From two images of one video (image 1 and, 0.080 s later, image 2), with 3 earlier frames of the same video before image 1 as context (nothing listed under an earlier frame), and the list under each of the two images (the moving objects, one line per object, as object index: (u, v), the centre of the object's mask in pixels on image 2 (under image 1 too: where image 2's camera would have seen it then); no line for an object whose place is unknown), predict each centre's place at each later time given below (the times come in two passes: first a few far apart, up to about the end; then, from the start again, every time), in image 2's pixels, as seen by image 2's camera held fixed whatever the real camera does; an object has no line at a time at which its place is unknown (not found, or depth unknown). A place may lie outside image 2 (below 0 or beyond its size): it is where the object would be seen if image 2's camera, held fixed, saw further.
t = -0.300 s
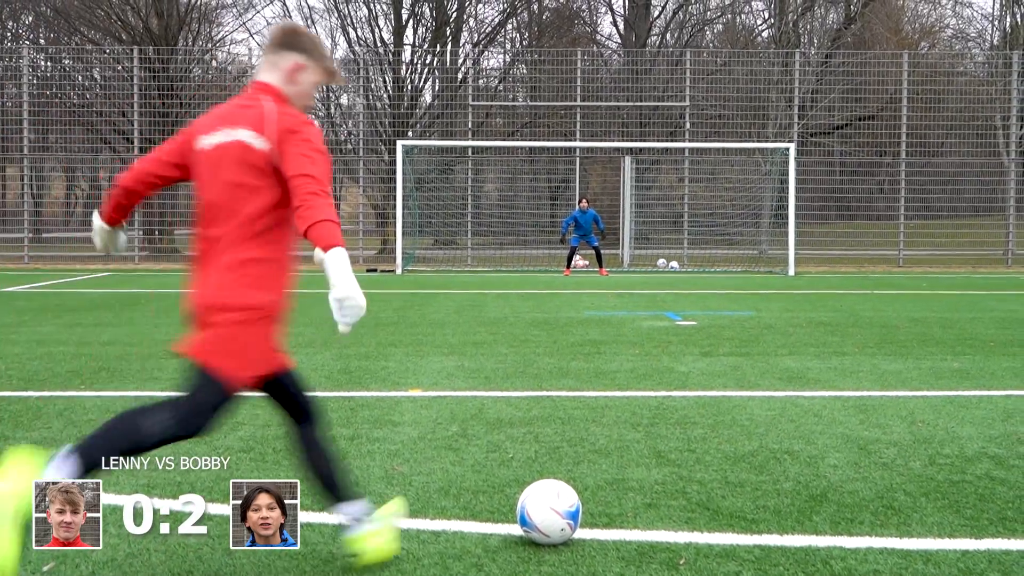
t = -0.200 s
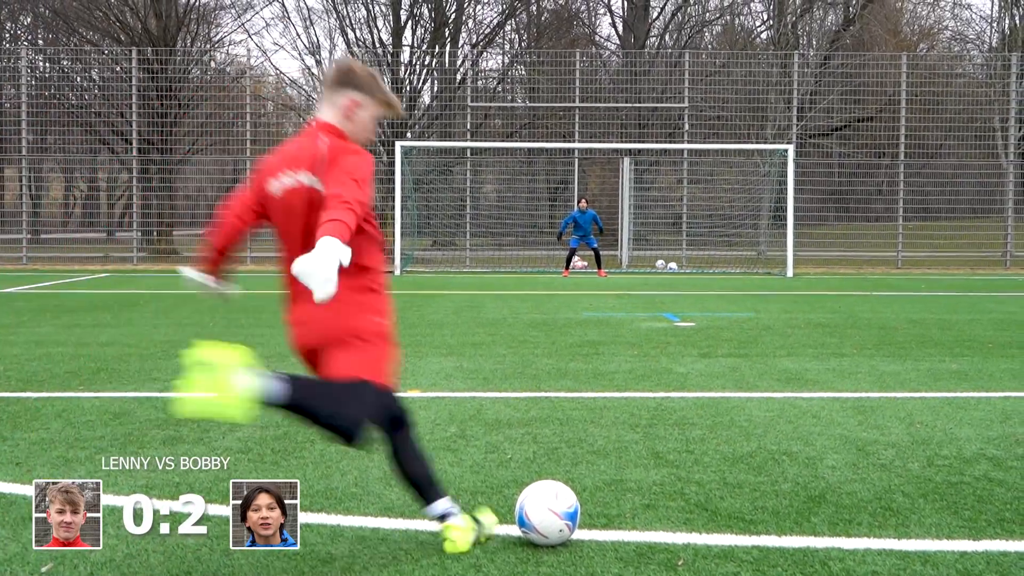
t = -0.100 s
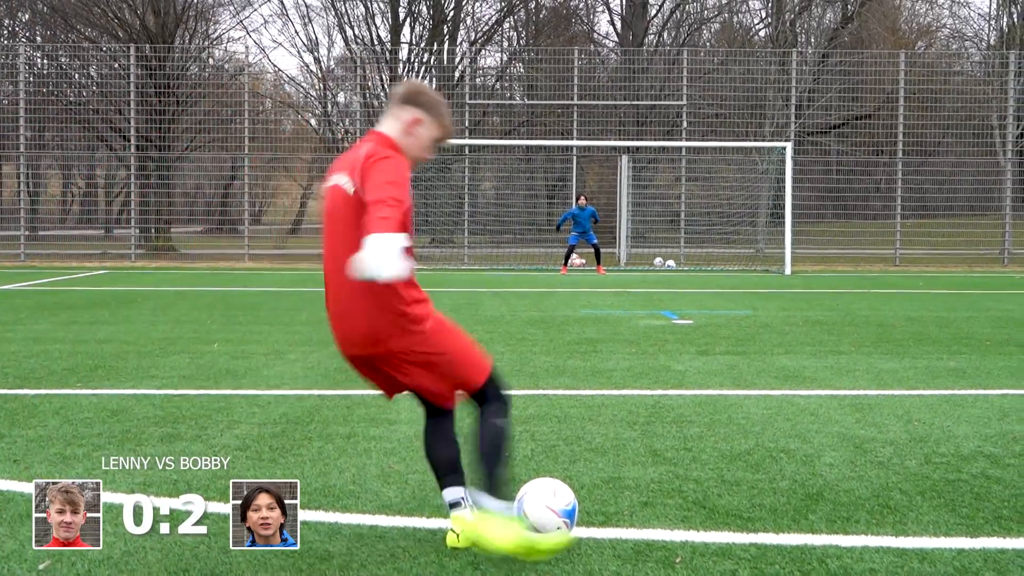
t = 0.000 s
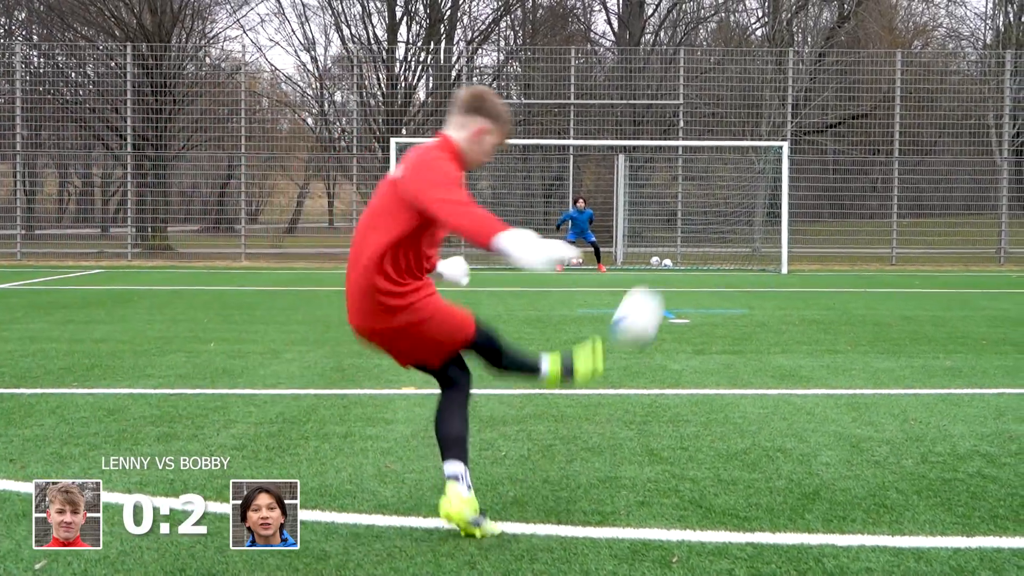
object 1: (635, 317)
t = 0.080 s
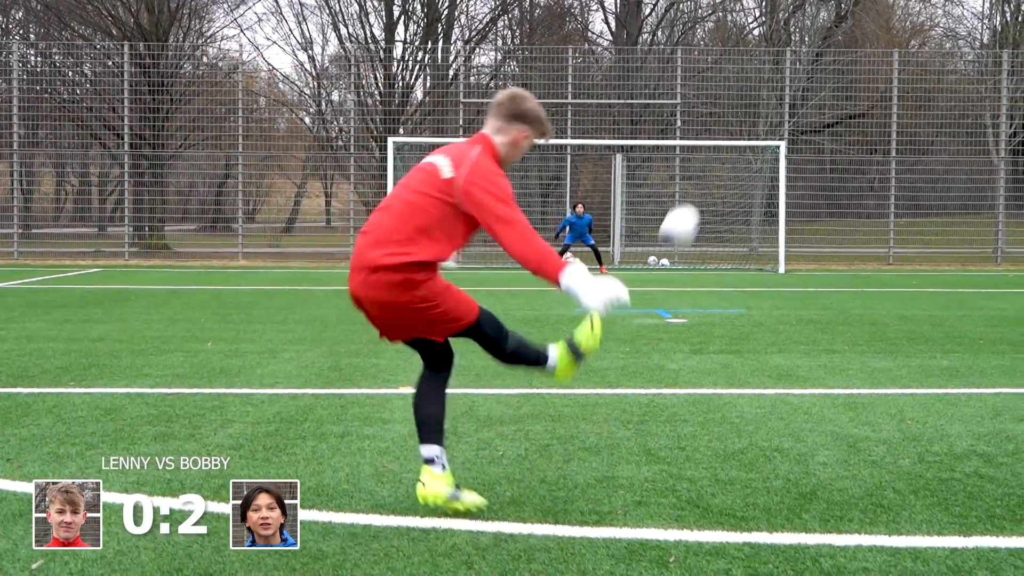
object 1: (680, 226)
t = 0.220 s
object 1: (721, 144)
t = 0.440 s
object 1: (748, 96)
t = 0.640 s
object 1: (756, 89)
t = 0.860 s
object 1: (757, 101)
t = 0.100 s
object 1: (688, 210)
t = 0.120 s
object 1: (695, 196)
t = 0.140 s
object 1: (702, 183)
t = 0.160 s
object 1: (707, 172)
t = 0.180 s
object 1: (713, 162)
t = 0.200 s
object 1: (717, 153)
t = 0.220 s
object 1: (721, 144)
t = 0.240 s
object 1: (726, 136)
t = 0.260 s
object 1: (728, 130)
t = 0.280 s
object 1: (731, 124)
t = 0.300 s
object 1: (734, 119)
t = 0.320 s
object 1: (737, 115)
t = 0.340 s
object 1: (739, 111)
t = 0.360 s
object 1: (741, 107)
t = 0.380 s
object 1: (743, 104)
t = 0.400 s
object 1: (745, 100)
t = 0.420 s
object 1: (746, 98)
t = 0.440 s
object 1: (748, 96)
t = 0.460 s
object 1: (749, 94)
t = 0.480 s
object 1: (750, 92)
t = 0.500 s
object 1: (751, 91)
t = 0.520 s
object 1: (752, 91)
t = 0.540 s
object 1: (753, 90)
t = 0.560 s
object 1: (754, 89)
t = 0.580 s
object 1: (754, 89)
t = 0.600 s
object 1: (755, 89)
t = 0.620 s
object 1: (755, 89)
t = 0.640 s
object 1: (756, 89)
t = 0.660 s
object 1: (757, 90)
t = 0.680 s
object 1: (756, 90)
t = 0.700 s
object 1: (757, 90)
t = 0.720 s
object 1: (757, 91)
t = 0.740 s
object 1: (757, 93)
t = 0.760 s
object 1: (757, 93)
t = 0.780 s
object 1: (757, 95)
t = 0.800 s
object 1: (757, 96)
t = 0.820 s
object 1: (757, 97)
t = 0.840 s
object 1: (757, 99)
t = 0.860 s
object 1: (757, 101)
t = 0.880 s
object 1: (756, 103)
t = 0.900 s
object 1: (756, 105)
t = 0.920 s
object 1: (756, 106)
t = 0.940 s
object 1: (756, 109)
